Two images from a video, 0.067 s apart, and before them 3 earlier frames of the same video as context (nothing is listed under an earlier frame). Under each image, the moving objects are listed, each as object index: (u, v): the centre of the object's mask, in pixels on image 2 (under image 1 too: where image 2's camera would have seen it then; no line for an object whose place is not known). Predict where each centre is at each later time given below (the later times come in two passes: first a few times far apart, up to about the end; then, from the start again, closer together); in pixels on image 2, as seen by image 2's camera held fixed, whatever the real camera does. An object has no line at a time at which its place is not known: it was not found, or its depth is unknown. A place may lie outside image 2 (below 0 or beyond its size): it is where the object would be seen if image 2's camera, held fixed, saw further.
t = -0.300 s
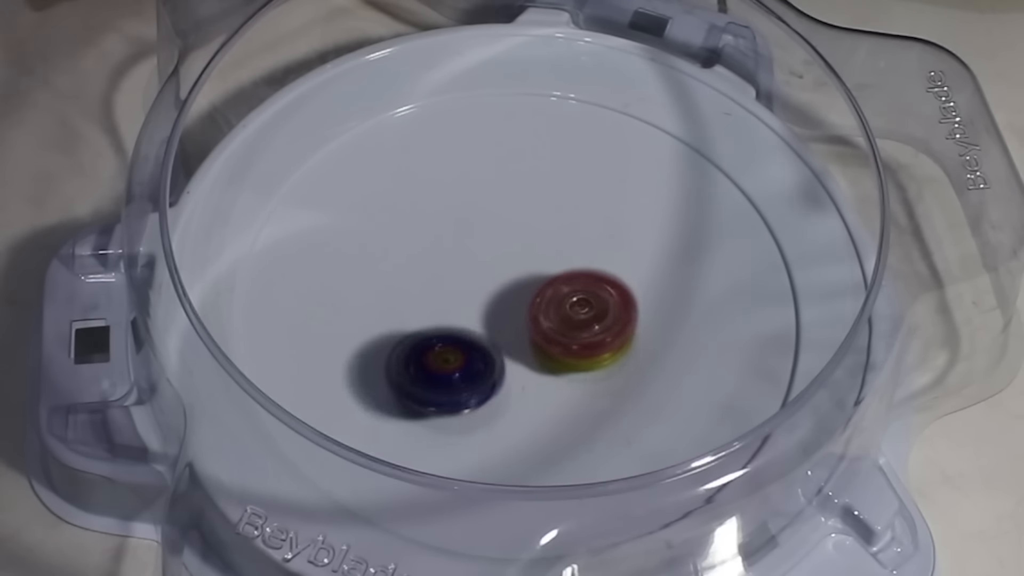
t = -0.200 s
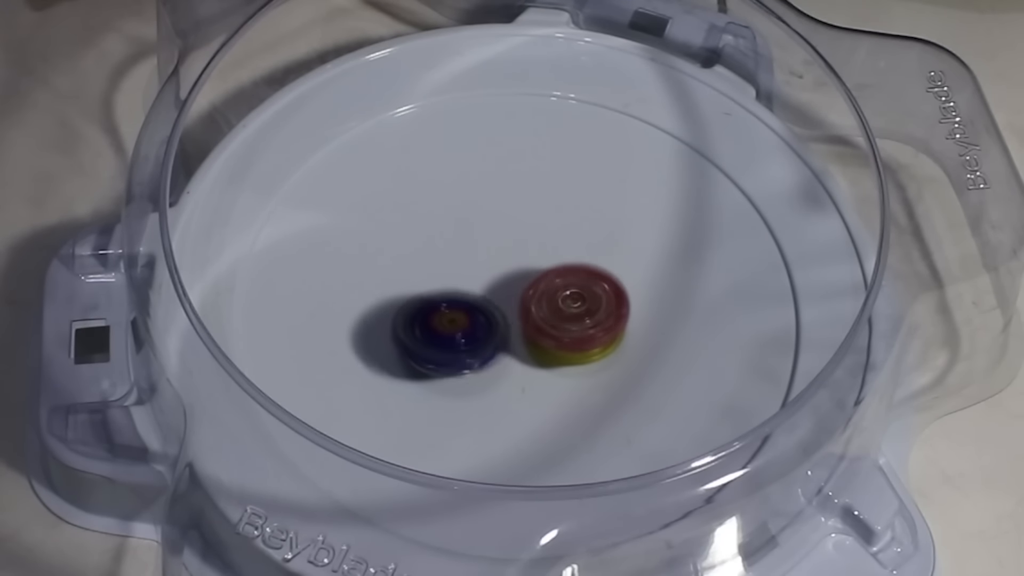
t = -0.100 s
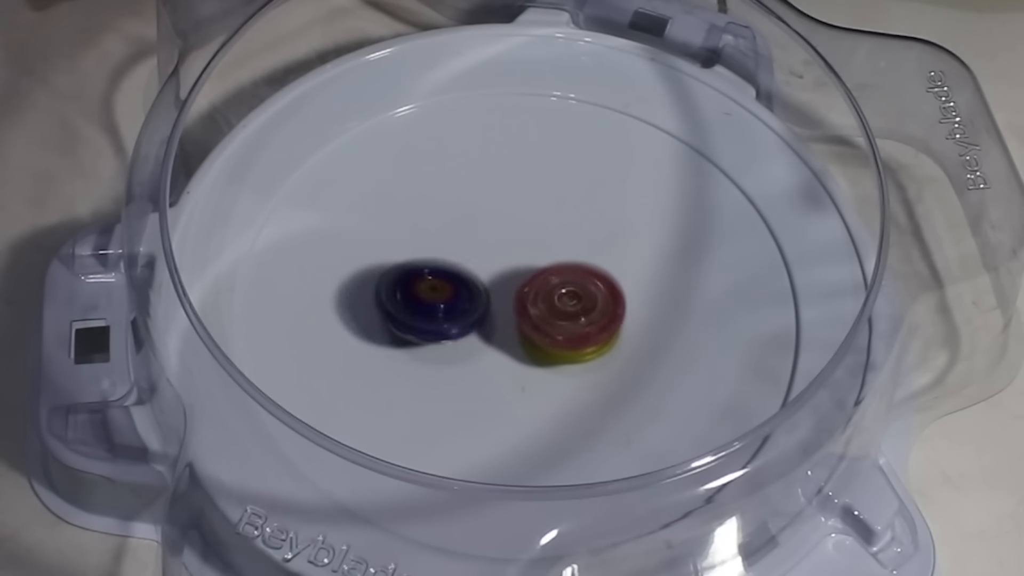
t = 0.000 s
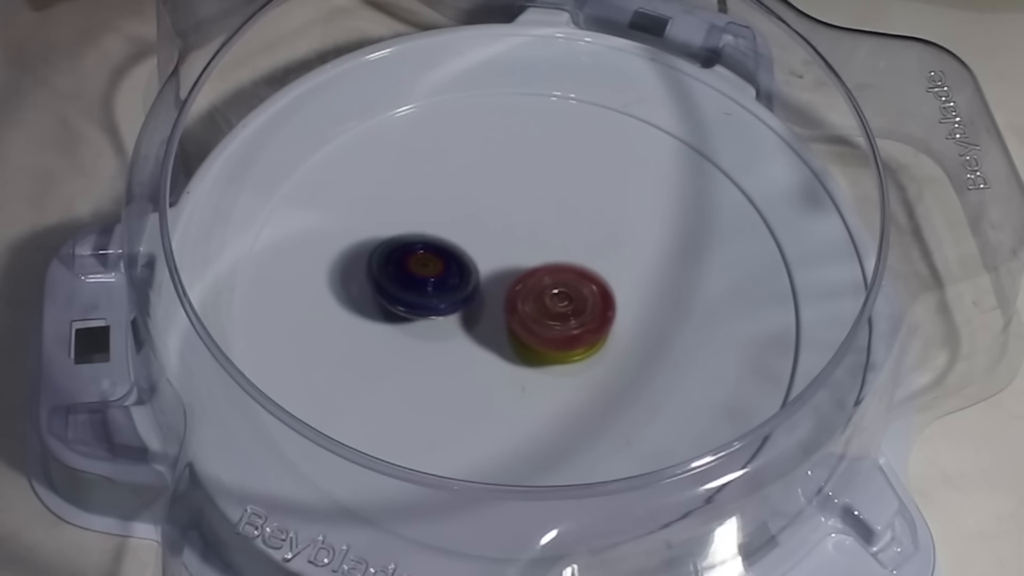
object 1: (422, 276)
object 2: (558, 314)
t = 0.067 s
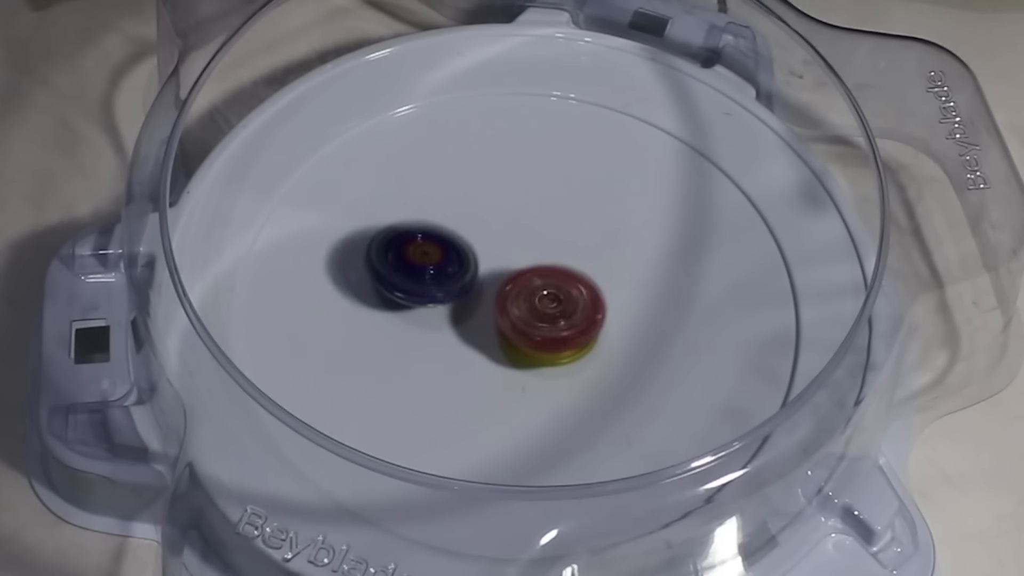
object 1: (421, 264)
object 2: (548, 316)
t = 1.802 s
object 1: (641, 303)
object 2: (493, 298)
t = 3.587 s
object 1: (410, 306)
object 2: (510, 252)
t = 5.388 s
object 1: (563, 382)
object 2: (498, 265)
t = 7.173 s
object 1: (594, 308)
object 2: (481, 288)
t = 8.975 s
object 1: (562, 210)
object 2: (507, 309)
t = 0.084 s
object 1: (422, 262)
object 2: (546, 316)
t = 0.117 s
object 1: (423, 257)
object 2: (543, 316)
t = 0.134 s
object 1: (425, 255)
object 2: (542, 316)
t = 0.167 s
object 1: (426, 250)
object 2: (539, 316)
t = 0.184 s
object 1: (428, 249)
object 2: (538, 316)
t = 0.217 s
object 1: (430, 245)
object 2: (536, 317)
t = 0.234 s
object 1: (431, 243)
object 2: (535, 317)
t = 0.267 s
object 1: (433, 241)
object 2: (531, 317)
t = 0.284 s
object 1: (434, 241)
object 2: (530, 318)
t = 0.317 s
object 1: (439, 243)
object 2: (526, 317)
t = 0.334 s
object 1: (440, 244)
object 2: (524, 318)
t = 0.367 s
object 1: (440, 238)
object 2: (524, 321)
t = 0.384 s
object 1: (439, 233)
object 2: (526, 324)
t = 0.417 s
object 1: (435, 224)
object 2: (527, 328)
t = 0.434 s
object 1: (434, 221)
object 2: (526, 329)
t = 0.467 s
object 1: (432, 215)
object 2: (525, 331)
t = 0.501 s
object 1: (432, 209)
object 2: (524, 332)
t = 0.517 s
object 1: (432, 207)
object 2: (524, 332)
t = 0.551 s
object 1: (432, 203)
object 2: (522, 332)
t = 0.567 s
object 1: (432, 201)
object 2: (521, 332)
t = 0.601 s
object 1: (433, 200)
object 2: (517, 331)
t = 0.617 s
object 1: (435, 201)
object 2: (516, 331)
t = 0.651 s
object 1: (440, 203)
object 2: (511, 331)
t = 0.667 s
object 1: (442, 204)
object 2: (510, 330)
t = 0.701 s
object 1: (447, 207)
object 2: (507, 329)
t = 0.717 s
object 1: (450, 207)
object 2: (506, 329)
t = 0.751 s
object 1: (456, 212)
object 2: (504, 328)
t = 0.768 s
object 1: (460, 214)
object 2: (503, 327)
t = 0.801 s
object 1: (469, 220)
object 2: (502, 326)
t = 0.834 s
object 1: (481, 223)
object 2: (501, 326)
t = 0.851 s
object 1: (485, 222)
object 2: (501, 327)
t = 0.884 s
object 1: (491, 224)
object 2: (500, 332)
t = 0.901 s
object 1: (495, 224)
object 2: (499, 333)
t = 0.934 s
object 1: (508, 221)
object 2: (499, 336)
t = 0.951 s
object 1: (513, 222)
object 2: (499, 336)
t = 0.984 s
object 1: (523, 222)
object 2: (499, 336)
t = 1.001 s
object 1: (527, 223)
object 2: (499, 336)
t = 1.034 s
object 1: (536, 223)
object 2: (499, 333)
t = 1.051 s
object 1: (542, 224)
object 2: (500, 332)
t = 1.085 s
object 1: (553, 225)
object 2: (500, 328)
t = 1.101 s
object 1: (557, 226)
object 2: (501, 326)
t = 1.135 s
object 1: (564, 226)
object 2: (502, 324)
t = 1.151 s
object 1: (569, 227)
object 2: (502, 322)
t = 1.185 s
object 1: (578, 229)
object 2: (504, 320)
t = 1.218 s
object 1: (586, 230)
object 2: (505, 317)
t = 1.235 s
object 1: (589, 231)
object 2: (506, 316)
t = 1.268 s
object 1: (593, 233)
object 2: (509, 314)
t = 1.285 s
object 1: (596, 235)
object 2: (509, 313)
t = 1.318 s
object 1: (601, 239)
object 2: (510, 310)
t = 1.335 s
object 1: (603, 240)
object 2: (511, 310)
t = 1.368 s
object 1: (605, 243)
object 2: (513, 308)
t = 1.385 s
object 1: (607, 244)
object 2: (513, 308)
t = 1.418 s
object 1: (612, 248)
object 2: (513, 307)
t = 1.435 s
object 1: (614, 250)
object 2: (513, 307)
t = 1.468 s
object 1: (617, 253)
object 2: (511, 306)
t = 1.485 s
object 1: (618, 255)
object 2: (510, 306)
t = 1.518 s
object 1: (623, 261)
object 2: (509, 305)
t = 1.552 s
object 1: (625, 264)
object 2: (510, 304)
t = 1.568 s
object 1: (625, 265)
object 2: (510, 304)
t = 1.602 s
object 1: (625, 272)
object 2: (510, 304)
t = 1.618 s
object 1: (627, 274)
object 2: (510, 303)
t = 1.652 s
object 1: (628, 277)
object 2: (510, 303)
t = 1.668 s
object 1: (628, 279)
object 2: (509, 302)
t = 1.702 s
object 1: (627, 286)
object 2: (508, 302)
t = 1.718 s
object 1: (628, 290)
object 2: (508, 302)
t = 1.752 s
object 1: (627, 293)
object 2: (509, 302)
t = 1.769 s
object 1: (626, 297)
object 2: (507, 301)
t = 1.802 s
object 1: (641, 303)
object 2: (493, 298)
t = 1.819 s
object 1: (649, 305)
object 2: (489, 298)
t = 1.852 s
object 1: (660, 309)
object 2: (482, 297)
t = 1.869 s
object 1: (665, 313)
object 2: (480, 297)
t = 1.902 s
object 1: (677, 316)
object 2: (478, 297)
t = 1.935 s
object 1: (684, 318)
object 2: (477, 297)
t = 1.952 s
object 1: (686, 320)
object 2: (477, 297)
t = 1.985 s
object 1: (690, 323)
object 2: (479, 296)
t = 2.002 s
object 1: (691, 323)
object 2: (479, 296)
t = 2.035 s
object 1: (687, 325)
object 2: (479, 296)
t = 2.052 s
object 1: (685, 327)
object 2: (479, 296)
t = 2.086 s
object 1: (681, 327)
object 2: (479, 296)
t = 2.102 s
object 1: (676, 328)
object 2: (480, 296)
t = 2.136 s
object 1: (664, 330)
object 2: (480, 295)
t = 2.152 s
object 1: (659, 329)
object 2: (481, 295)
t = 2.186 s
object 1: (645, 329)
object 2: (481, 295)
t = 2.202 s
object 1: (636, 330)
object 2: (481, 295)
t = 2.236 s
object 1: (621, 329)
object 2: (483, 294)
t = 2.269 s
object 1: (602, 330)
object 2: (484, 295)
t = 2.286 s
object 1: (593, 331)
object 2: (485, 295)
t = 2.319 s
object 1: (596, 342)
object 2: (467, 282)
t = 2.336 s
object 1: (602, 353)
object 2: (452, 271)
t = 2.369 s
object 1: (618, 376)
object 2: (425, 252)
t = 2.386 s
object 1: (627, 384)
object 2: (415, 244)
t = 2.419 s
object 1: (638, 398)
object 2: (399, 231)
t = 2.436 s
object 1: (643, 406)
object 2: (392, 225)
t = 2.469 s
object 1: (653, 414)
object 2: (385, 220)
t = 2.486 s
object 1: (657, 418)
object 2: (383, 219)
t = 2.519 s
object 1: (661, 423)
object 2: (381, 219)
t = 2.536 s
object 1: (664, 424)
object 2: (381, 219)
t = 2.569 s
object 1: (661, 426)
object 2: (380, 220)
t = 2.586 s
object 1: (661, 426)
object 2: (381, 221)
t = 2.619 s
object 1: (658, 425)
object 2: (384, 224)
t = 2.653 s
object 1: (651, 423)
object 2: (388, 228)
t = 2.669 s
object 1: (647, 419)
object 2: (391, 229)
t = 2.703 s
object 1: (634, 410)
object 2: (396, 233)
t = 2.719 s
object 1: (629, 405)
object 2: (399, 235)
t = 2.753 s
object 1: (614, 391)
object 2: (406, 239)
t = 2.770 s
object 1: (604, 386)
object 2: (410, 241)
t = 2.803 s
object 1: (589, 371)
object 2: (418, 245)
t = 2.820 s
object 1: (578, 364)
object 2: (420, 246)
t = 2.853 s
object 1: (559, 349)
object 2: (429, 249)
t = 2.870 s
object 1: (549, 341)
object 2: (432, 251)
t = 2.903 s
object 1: (526, 328)
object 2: (439, 255)
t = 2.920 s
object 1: (520, 322)
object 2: (442, 255)
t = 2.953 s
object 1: (521, 328)
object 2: (431, 231)
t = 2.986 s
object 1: (524, 341)
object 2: (421, 211)
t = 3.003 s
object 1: (522, 356)
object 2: (418, 202)
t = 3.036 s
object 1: (524, 370)
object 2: (415, 191)
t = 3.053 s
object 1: (523, 374)
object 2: (415, 188)
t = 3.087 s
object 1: (520, 381)
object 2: (417, 186)
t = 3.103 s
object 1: (519, 382)
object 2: (419, 186)
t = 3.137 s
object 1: (511, 382)
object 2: (423, 189)
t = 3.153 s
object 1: (509, 381)
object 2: (425, 191)
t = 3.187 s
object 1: (499, 376)
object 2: (431, 195)
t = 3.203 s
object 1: (495, 374)
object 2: (434, 198)
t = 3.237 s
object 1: (486, 366)
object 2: (440, 204)
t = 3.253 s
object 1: (480, 363)
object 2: (443, 207)
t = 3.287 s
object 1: (472, 354)
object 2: (450, 214)
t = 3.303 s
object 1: (466, 350)
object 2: (454, 217)
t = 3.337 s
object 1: (460, 341)
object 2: (460, 224)
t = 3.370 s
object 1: (451, 333)
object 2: (468, 231)
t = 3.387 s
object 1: (448, 329)
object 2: (471, 233)
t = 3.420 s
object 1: (438, 326)
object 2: (479, 236)
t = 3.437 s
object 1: (435, 324)
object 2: (485, 236)
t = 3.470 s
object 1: (422, 322)
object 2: (492, 240)
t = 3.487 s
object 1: (421, 320)
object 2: (496, 241)
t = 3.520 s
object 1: (413, 316)
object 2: (501, 244)
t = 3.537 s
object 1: (413, 314)
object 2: (503, 246)
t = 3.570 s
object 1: (409, 308)
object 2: (507, 250)
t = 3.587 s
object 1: (410, 306)
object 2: (510, 252)
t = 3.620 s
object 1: (410, 300)
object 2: (514, 256)
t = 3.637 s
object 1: (412, 299)
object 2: (516, 258)
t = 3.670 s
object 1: (414, 292)
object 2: (520, 262)
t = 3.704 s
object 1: (415, 287)
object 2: (529, 266)
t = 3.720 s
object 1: (413, 284)
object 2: (533, 268)
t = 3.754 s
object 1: (416, 280)
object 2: (539, 273)
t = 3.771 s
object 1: (416, 278)
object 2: (541, 276)
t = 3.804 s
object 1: (422, 274)
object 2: (544, 281)
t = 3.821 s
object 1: (422, 272)
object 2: (545, 283)
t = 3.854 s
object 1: (431, 269)
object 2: (547, 289)
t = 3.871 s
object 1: (433, 266)
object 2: (548, 291)
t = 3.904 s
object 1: (432, 259)
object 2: (557, 298)
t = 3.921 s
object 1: (430, 254)
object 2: (561, 303)
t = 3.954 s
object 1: (430, 246)
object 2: (569, 310)
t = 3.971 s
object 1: (428, 243)
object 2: (571, 314)
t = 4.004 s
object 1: (432, 235)
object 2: (573, 320)
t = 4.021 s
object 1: (431, 234)
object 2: (573, 323)
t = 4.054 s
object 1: (437, 227)
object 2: (574, 328)
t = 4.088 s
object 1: (443, 225)
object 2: (572, 334)
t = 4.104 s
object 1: (444, 224)
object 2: (572, 336)
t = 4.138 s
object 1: (453, 223)
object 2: (569, 340)
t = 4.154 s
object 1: (453, 224)
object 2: (568, 342)
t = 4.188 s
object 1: (464, 224)
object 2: (565, 346)
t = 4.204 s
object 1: (465, 225)
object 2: (564, 348)
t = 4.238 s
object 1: (476, 223)
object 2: (560, 352)
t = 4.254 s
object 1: (478, 225)
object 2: (558, 353)
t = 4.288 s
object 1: (490, 222)
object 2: (554, 356)
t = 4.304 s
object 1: (494, 224)
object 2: (552, 357)
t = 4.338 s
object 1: (504, 223)
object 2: (547, 359)
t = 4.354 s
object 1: (509, 225)
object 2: (545, 360)
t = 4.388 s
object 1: (518, 227)
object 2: (540, 361)
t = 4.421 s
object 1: (533, 227)
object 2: (535, 361)
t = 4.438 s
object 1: (536, 228)
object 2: (532, 361)
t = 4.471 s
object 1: (549, 228)
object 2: (527, 361)
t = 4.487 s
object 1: (554, 231)
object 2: (524, 361)
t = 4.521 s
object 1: (564, 232)
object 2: (518, 361)
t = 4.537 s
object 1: (571, 234)
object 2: (515, 360)
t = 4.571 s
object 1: (579, 236)
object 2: (510, 358)
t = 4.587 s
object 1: (586, 238)
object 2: (507, 357)
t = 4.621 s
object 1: (593, 240)
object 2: (502, 356)
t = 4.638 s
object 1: (599, 242)
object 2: (499, 354)
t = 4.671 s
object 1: (604, 246)
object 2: (495, 352)
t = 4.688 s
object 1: (609, 247)
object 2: (492, 350)
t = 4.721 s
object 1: (610, 254)
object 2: (489, 347)
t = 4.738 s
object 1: (614, 255)
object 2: (487, 345)
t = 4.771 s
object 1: (616, 264)
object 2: (483, 342)
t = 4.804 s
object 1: (617, 268)
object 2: (479, 337)
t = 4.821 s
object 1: (620, 271)
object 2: (477, 335)
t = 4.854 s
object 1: (619, 279)
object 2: (474, 331)
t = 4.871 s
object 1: (622, 280)
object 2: (473, 329)
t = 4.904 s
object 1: (620, 290)
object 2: (471, 324)
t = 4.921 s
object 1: (620, 291)
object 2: (470, 322)
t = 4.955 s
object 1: (621, 298)
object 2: (468, 317)
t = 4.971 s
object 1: (618, 302)
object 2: (468, 315)
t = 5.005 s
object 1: (617, 308)
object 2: (467, 310)
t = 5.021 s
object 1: (614, 312)
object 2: (467, 308)
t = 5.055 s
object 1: (611, 319)
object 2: (468, 303)
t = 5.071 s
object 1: (609, 324)
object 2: (469, 301)
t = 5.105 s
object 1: (605, 330)
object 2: (470, 296)
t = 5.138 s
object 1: (601, 337)
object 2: (471, 291)
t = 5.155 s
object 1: (597, 342)
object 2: (473, 289)
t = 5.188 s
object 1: (593, 349)
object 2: (475, 285)
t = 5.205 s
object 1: (591, 354)
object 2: (477, 283)
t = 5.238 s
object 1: (586, 360)
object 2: (480, 279)
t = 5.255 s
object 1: (586, 364)
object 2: (482, 277)
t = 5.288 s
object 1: (579, 371)
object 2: (485, 273)
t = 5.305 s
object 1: (578, 373)
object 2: (487, 271)
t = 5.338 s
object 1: (572, 378)
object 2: (492, 269)
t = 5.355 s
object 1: (568, 379)
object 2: (494, 267)
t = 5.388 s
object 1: (563, 382)
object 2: (498, 265)
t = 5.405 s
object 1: (557, 383)
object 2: (500, 264)
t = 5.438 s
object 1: (552, 382)
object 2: (506, 262)
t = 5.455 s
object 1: (549, 382)
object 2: (508, 261)
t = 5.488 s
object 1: (542, 380)
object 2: (513, 260)
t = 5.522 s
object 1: (535, 377)
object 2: (519, 260)
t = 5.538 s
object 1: (531, 376)
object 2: (520, 260)
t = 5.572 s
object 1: (523, 372)
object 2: (526, 260)
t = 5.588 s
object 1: (521, 371)
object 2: (527, 260)
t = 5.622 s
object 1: (510, 367)
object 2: (532, 262)
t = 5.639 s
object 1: (507, 364)
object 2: (535, 262)
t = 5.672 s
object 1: (497, 361)
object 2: (540, 264)
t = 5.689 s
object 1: (491, 359)
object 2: (542, 266)
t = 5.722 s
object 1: (483, 353)
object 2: (547, 268)
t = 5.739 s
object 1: (475, 351)
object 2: (549, 269)
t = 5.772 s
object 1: (466, 347)
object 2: (552, 273)
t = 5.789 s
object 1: (462, 345)
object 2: (554, 274)
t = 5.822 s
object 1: (453, 337)
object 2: (558, 278)
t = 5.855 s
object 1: (445, 331)
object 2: (561, 281)
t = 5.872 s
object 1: (442, 330)
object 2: (563, 283)
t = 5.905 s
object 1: (432, 323)
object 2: (565, 287)
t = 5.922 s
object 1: (432, 319)
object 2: (566, 289)
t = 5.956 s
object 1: (427, 313)
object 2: (568, 293)
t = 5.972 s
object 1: (423, 309)
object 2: (569, 296)
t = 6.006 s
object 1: (420, 303)
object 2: (570, 300)
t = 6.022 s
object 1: (418, 301)
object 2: (570, 303)
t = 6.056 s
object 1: (418, 294)
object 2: (571, 308)
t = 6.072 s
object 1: (420, 293)
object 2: (571, 310)
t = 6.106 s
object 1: (419, 288)
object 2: (569, 315)
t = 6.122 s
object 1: (422, 284)
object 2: (569, 317)
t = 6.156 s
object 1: (426, 281)
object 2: (568, 321)
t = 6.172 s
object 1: (426, 278)
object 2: (567, 323)
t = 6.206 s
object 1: (432, 273)
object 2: (564, 327)
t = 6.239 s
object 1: (439, 269)
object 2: (561, 331)
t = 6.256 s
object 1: (440, 268)
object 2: (559, 333)
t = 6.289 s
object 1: (447, 263)
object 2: (555, 336)
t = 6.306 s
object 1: (453, 262)
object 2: (553, 338)
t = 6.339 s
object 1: (458, 257)
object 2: (549, 340)
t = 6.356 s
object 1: (463, 253)
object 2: (547, 341)
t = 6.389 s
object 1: (471, 248)
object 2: (542, 343)
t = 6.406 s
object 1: (471, 246)
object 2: (539, 343)
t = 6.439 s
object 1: (480, 238)
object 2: (535, 345)
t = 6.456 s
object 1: (482, 239)
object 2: (532, 345)
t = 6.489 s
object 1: (488, 235)
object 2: (527, 346)
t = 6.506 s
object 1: (494, 234)
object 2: (524, 347)
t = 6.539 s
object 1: (501, 233)
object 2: (518, 347)
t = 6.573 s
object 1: (509, 229)
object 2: (513, 346)
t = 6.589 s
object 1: (513, 227)
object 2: (511, 346)
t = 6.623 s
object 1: (521, 229)
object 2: (506, 345)
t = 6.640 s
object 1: (522, 229)
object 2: (504, 344)
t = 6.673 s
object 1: (531, 229)
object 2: (498, 342)
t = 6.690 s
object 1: (536, 230)
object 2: (496, 341)
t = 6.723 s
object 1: (543, 232)
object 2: (491, 339)
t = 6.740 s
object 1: (549, 231)
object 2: (489, 337)
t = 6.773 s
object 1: (556, 237)
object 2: (485, 333)
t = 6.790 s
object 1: (557, 237)
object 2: (483, 332)
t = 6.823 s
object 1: (564, 241)
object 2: (480, 328)
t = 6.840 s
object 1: (567, 243)
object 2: (479, 326)
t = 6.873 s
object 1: (572, 247)
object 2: (476, 322)
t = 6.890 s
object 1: (577, 248)
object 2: (475, 320)
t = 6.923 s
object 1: (582, 255)
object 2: (474, 316)
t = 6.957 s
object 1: (585, 261)
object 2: (473, 312)
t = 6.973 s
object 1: (586, 260)
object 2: (472, 310)
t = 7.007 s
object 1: (590, 266)
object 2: (472, 306)
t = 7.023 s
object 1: (590, 271)
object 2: (472, 304)
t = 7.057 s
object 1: (593, 278)
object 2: (473, 300)
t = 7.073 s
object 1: (595, 285)
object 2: (473, 298)
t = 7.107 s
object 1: (595, 293)
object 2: (475, 294)
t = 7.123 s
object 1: (594, 295)
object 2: (476, 292)
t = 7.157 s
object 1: (597, 301)
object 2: (478, 289)
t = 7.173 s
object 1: (594, 308)
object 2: (481, 288)
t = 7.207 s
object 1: (593, 316)
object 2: (483, 284)
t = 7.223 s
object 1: (596, 319)
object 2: (485, 282)
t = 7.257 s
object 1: (593, 328)
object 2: (488, 279)
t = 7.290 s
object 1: (589, 337)
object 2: (492, 277)
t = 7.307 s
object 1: (588, 338)
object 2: (494, 275)
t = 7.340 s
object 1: (585, 345)
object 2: (498, 273)
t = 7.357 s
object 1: (582, 350)
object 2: (500, 272)
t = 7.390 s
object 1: (577, 357)
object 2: (504, 271)
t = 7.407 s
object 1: (577, 360)
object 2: (506, 270)
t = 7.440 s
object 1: (571, 366)
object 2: (511, 269)
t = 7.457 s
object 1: (566, 367)
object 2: (515, 269)
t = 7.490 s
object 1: (560, 370)
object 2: (519, 269)
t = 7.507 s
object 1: (556, 373)
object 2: (520, 269)
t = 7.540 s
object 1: (550, 375)
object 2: (525, 270)
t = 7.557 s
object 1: (548, 374)
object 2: (527, 271)
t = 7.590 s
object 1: (541, 376)
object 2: (531, 272)
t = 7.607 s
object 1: (535, 376)
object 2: (534, 273)
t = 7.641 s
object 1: (528, 375)
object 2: (538, 275)
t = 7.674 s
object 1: (522, 373)
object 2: (541, 277)
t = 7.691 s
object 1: (519, 374)
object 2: (543, 278)
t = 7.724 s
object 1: (511, 371)
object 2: (548, 281)
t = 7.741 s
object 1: (508, 368)
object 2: (550, 282)
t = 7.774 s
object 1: (497, 365)
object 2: (554, 285)
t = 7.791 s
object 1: (488, 369)
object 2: (558, 284)
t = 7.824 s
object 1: (470, 372)
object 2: (566, 282)
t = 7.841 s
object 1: (463, 372)
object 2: (569, 282)
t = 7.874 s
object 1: (448, 372)
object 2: (572, 284)
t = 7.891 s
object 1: (439, 372)
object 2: (573, 286)
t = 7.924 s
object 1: (428, 369)
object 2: (574, 291)
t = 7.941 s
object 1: (424, 367)
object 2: (574, 292)
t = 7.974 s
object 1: (413, 364)
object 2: (574, 296)
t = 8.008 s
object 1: (406, 360)
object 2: (572, 300)
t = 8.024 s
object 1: (402, 357)
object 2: (571, 302)
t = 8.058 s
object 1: (398, 352)
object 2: (569, 306)
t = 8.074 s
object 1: (399, 349)
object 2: (568, 307)
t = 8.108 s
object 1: (399, 343)
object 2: (566, 311)
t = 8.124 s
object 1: (399, 340)
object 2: (565, 312)
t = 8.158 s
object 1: (402, 333)
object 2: (563, 315)
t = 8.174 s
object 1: (405, 331)
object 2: (561, 317)
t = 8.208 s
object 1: (409, 323)
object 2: (557, 320)
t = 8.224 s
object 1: (410, 318)
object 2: (556, 321)
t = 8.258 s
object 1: (414, 309)
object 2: (552, 323)
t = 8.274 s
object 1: (419, 305)
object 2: (549, 324)
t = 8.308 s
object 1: (424, 295)
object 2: (545, 325)
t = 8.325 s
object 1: (426, 289)
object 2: (542, 326)
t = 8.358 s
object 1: (431, 278)
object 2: (537, 327)
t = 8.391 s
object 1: (429, 262)
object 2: (540, 331)
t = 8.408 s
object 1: (430, 256)
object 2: (541, 333)
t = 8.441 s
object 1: (431, 242)
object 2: (540, 335)
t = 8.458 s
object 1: (430, 235)
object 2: (538, 335)
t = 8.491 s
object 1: (434, 223)
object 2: (534, 335)
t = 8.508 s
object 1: (437, 218)
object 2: (532, 334)
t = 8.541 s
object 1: (442, 209)
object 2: (528, 333)
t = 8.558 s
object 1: (442, 204)
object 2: (526, 332)
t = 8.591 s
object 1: (448, 198)
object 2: (523, 330)
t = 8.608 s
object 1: (455, 195)
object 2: (521, 329)
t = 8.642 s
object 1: (462, 191)
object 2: (518, 326)
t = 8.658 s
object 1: (462, 191)
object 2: (517, 326)
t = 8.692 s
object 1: (470, 190)
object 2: (515, 323)
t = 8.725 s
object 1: (480, 190)
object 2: (512, 320)
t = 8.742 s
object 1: (488, 189)
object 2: (511, 318)
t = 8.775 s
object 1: (496, 192)
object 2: (510, 315)
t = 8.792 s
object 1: (500, 194)
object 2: (509, 314)
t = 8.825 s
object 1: (510, 197)
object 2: (508, 311)
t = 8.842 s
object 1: (516, 199)
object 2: (508, 310)
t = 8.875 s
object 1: (528, 202)
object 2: (508, 309)
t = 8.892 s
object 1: (533, 203)
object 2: (507, 310)
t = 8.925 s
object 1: (544, 205)
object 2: (507, 311)
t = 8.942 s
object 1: (551, 206)
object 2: (507, 311)
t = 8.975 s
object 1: (562, 210)
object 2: (507, 309)
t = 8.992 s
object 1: (568, 215)
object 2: (506, 307)
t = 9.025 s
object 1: (580, 221)
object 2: (508, 305)
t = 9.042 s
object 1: (586, 222)
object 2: (509, 304)
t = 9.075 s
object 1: (598, 229)
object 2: (511, 302)
